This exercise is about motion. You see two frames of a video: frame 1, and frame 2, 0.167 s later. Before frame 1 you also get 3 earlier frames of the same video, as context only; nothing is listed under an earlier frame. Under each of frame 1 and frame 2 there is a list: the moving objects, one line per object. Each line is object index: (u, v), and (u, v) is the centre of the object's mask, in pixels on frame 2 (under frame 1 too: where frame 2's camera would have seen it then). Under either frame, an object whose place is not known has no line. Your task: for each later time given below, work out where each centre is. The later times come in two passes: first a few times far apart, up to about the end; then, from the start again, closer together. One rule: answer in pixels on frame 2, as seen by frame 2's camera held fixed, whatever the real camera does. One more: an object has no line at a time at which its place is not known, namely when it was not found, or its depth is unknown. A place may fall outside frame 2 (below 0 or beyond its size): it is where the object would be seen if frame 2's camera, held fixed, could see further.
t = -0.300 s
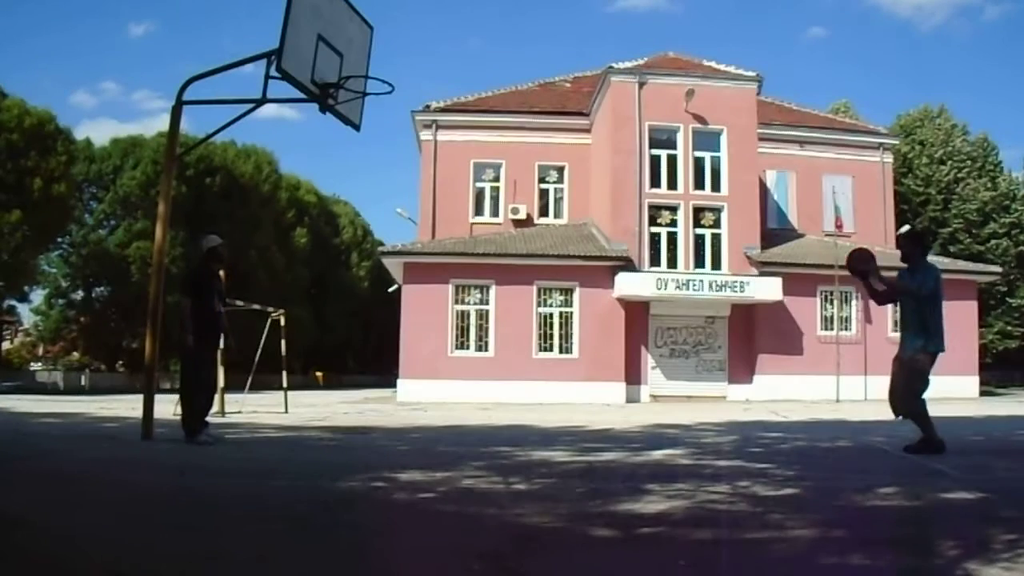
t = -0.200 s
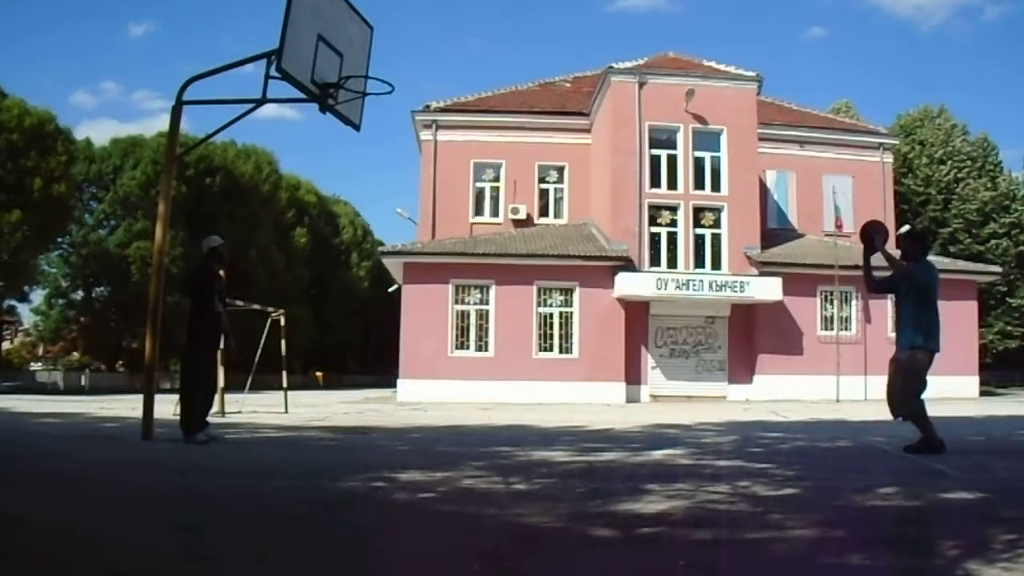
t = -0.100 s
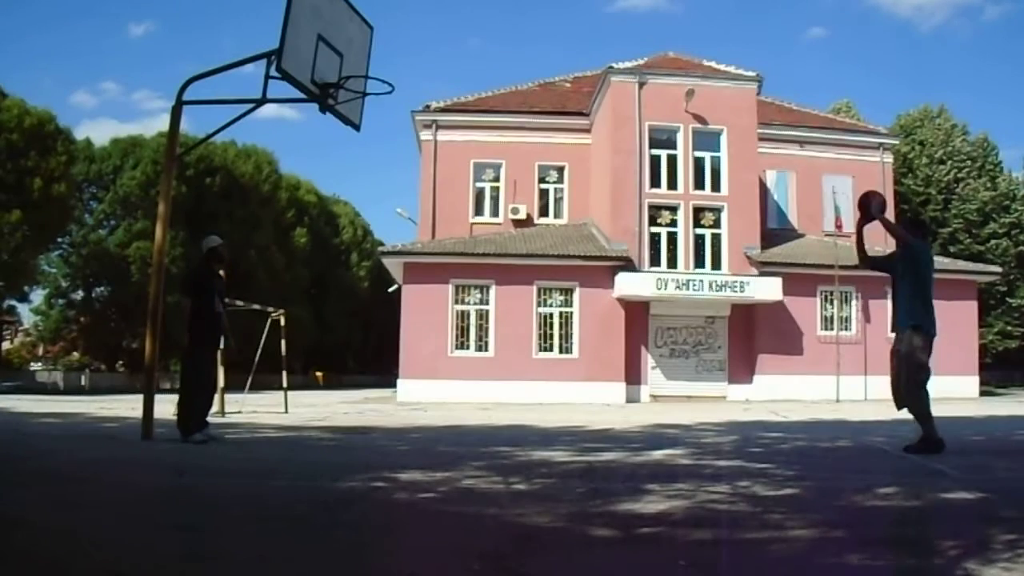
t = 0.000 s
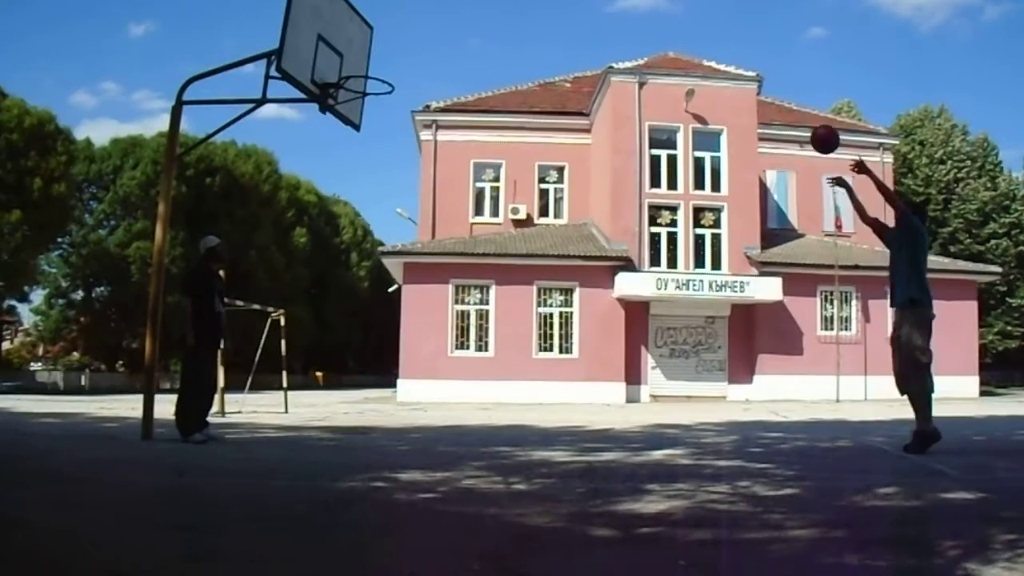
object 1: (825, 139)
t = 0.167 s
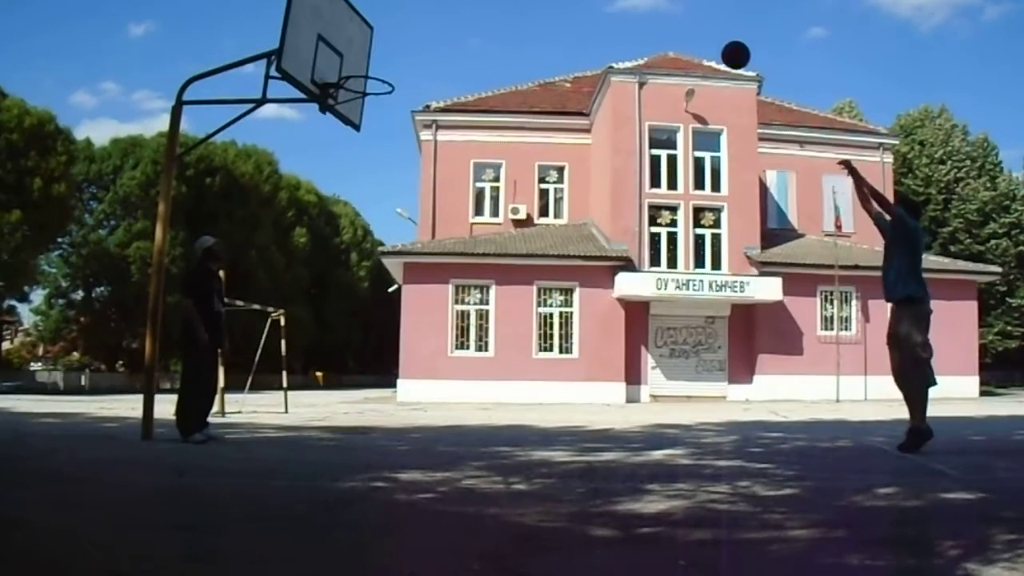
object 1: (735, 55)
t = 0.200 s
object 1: (718, 43)
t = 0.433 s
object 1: (602, 5)
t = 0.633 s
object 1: (509, 11)
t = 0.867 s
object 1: (403, 79)
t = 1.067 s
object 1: (461, 48)
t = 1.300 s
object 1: (526, 64)
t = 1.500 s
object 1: (579, 124)
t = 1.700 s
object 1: (631, 227)
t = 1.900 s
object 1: (680, 371)
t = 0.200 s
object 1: (718, 43)
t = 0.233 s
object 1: (701, 32)
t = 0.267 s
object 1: (684, 23)
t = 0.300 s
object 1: (667, 15)
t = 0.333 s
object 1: (651, 10)
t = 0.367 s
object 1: (634, 8)
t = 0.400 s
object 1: (619, 6)
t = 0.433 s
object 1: (602, 5)
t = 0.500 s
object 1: (571, 4)
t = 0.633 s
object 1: (509, 11)
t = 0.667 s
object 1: (494, 15)
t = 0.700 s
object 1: (478, 23)
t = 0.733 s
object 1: (463, 32)
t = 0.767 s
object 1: (447, 42)
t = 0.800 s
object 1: (432, 53)
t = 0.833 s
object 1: (417, 66)
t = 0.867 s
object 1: (403, 79)
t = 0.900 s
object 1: (411, 73)
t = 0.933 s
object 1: (421, 65)
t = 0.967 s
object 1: (431, 59)
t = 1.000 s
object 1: (441, 54)
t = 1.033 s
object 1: (451, 50)
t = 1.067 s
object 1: (461, 48)
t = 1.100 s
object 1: (470, 47)
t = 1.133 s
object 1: (480, 47)
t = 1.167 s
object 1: (489, 48)
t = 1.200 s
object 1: (498, 50)
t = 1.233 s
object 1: (507, 54)
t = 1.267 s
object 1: (517, 58)
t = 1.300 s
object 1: (526, 64)
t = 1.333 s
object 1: (535, 71)
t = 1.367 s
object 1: (544, 79)
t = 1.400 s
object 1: (552, 88)
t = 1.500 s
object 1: (579, 124)
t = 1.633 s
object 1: (614, 187)
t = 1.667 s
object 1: (622, 207)
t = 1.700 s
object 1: (631, 227)
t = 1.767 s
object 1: (647, 270)
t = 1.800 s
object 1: (656, 294)
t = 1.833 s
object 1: (664, 319)
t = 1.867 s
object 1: (673, 344)
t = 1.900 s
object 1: (680, 371)
